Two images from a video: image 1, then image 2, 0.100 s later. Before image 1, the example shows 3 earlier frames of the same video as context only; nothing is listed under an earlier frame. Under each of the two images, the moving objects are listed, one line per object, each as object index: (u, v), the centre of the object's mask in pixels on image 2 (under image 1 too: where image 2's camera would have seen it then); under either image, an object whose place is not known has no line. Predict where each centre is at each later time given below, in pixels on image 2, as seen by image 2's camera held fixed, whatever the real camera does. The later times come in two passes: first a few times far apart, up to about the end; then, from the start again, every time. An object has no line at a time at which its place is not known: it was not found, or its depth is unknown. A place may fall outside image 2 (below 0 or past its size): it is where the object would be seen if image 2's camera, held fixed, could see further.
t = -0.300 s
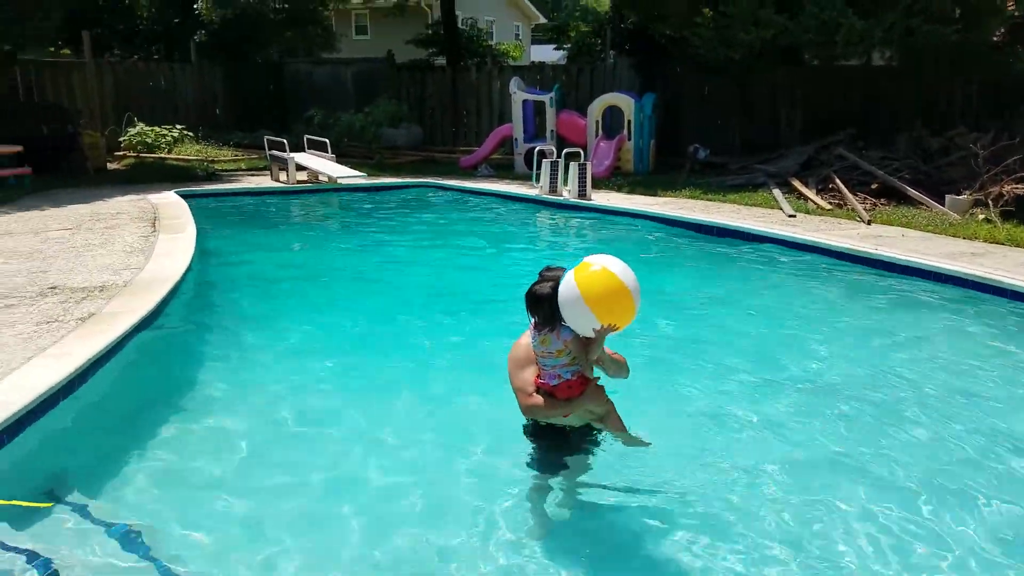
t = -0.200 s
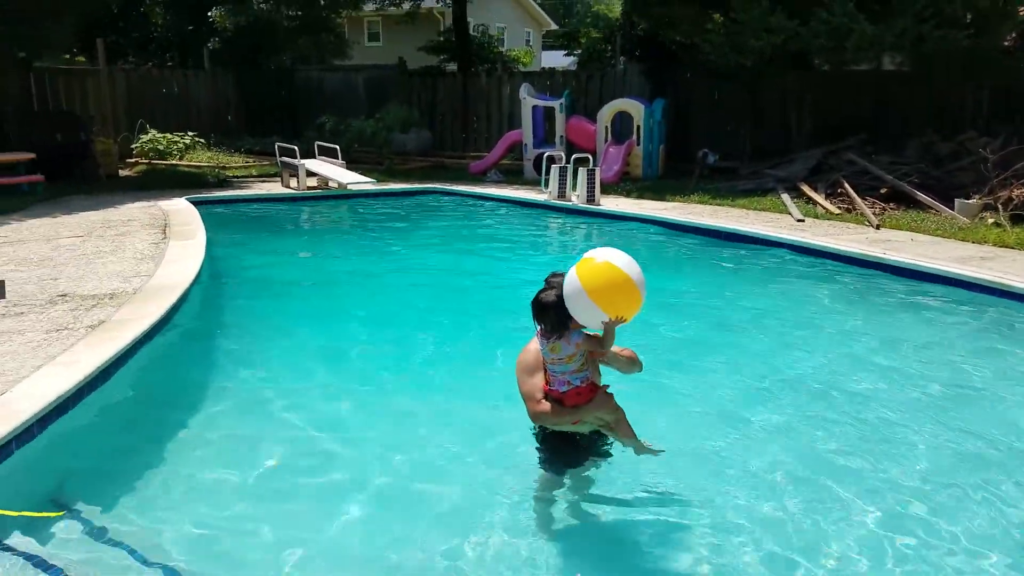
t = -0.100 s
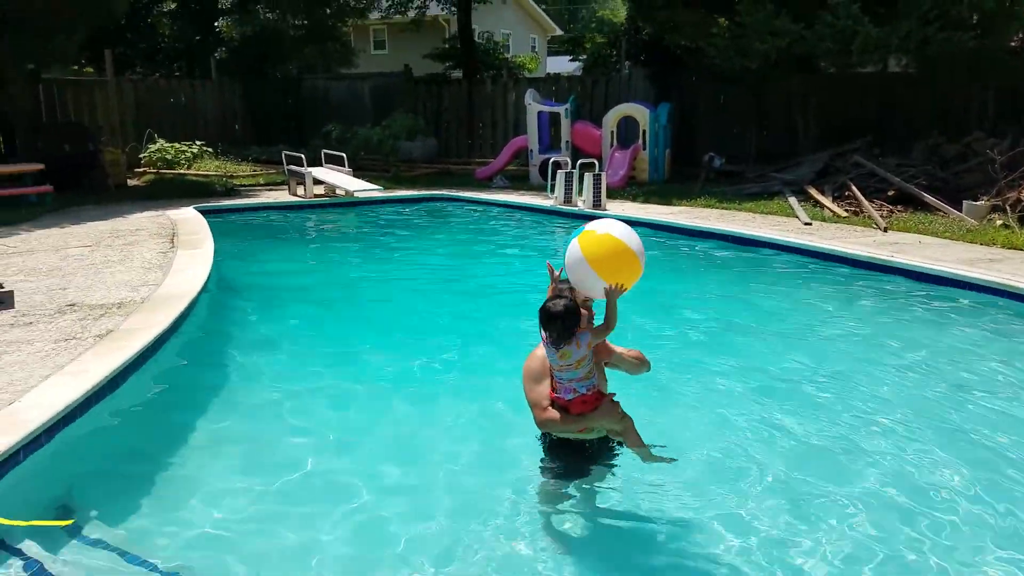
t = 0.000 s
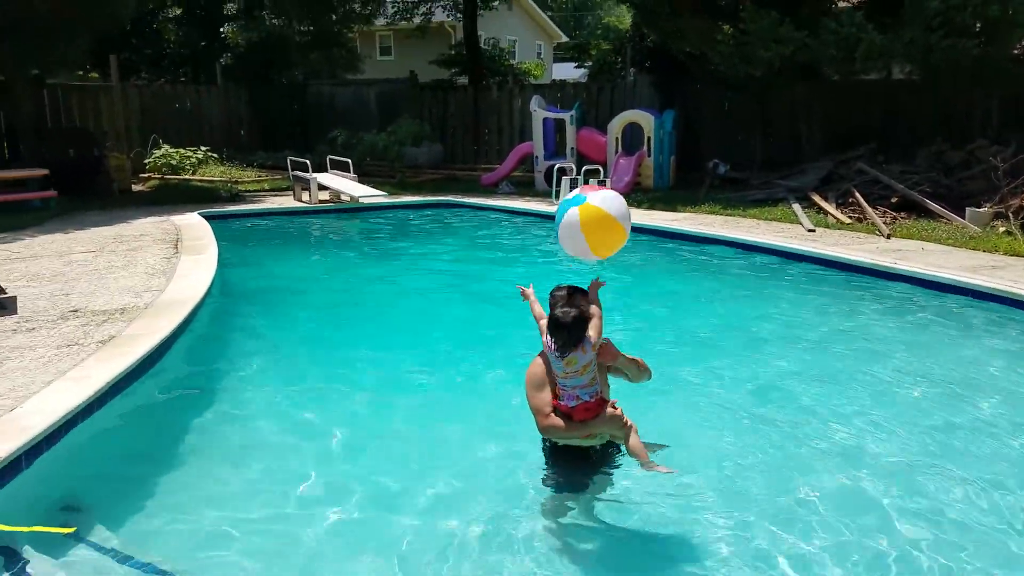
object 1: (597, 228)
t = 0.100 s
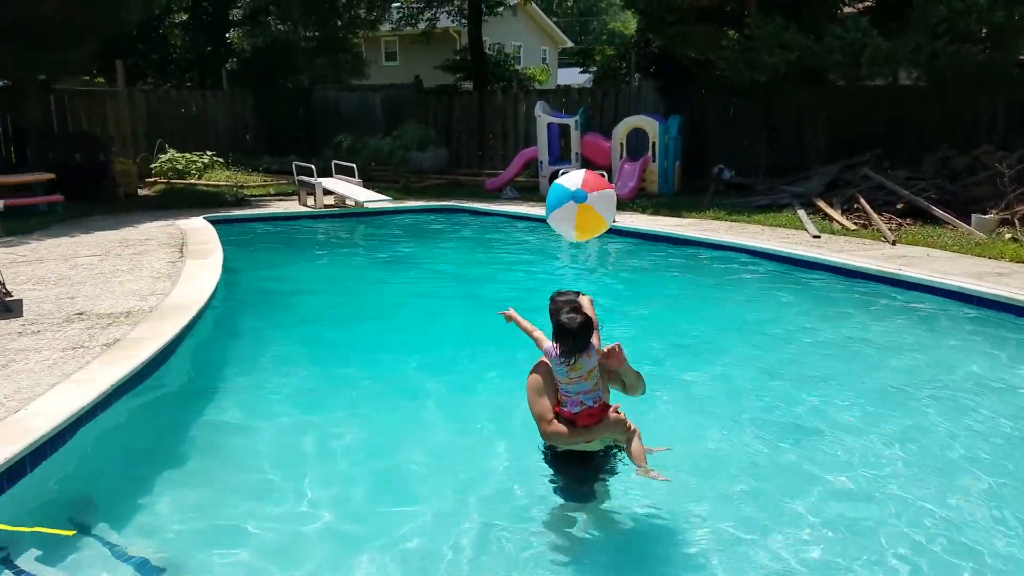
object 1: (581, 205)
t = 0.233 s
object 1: (559, 203)
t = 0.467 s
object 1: (529, 257)
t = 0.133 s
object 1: (575, 202)
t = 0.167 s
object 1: (569, 200)
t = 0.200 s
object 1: (564, 202)
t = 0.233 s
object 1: (559, 203)
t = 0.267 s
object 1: (553, 207)
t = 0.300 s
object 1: (547, 212)
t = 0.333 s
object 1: (541, 219)
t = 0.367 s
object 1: (537, 227)
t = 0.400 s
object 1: (534, 236)
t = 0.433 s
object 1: (531, 246)
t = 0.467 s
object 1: (529, 257)
